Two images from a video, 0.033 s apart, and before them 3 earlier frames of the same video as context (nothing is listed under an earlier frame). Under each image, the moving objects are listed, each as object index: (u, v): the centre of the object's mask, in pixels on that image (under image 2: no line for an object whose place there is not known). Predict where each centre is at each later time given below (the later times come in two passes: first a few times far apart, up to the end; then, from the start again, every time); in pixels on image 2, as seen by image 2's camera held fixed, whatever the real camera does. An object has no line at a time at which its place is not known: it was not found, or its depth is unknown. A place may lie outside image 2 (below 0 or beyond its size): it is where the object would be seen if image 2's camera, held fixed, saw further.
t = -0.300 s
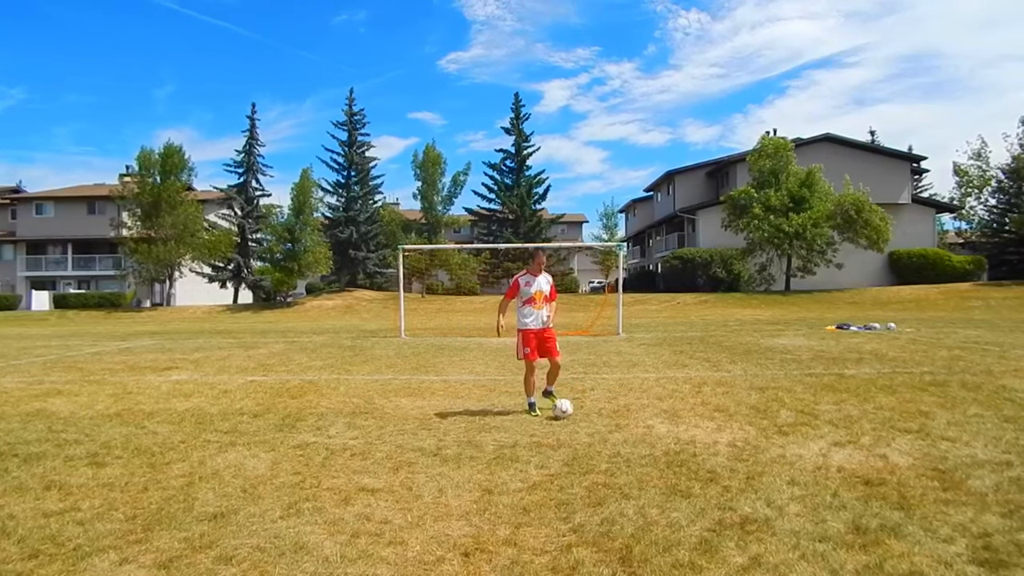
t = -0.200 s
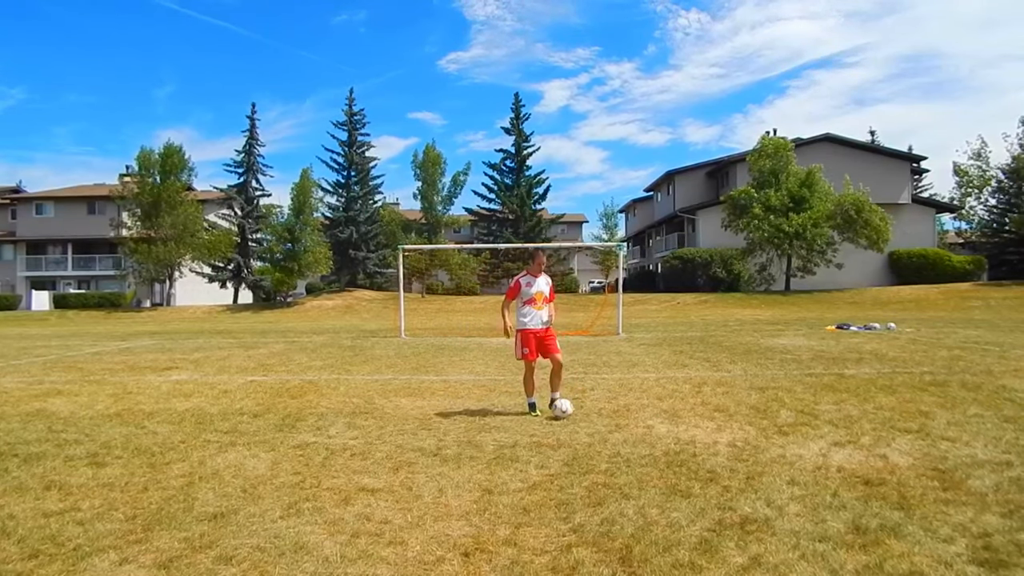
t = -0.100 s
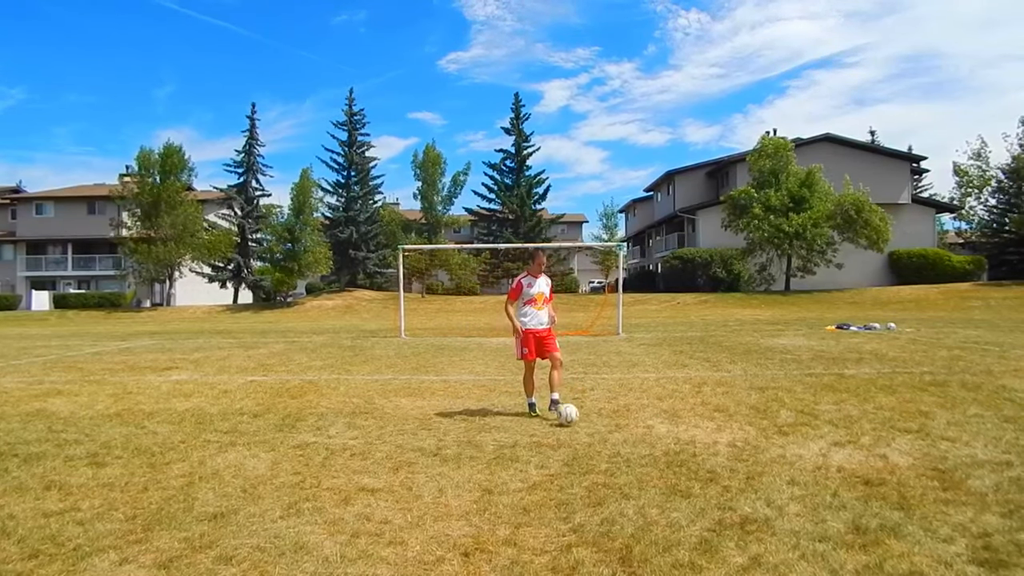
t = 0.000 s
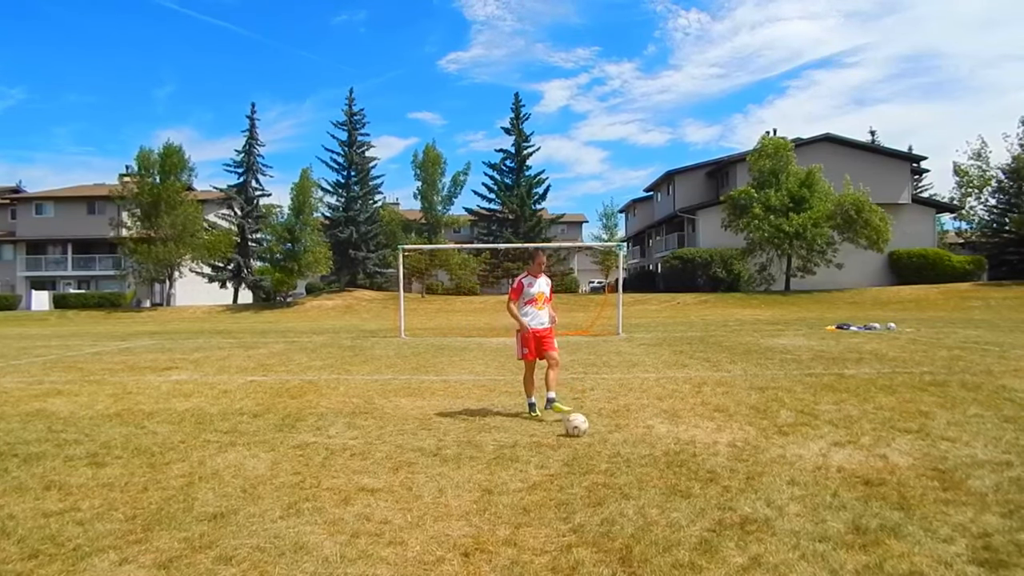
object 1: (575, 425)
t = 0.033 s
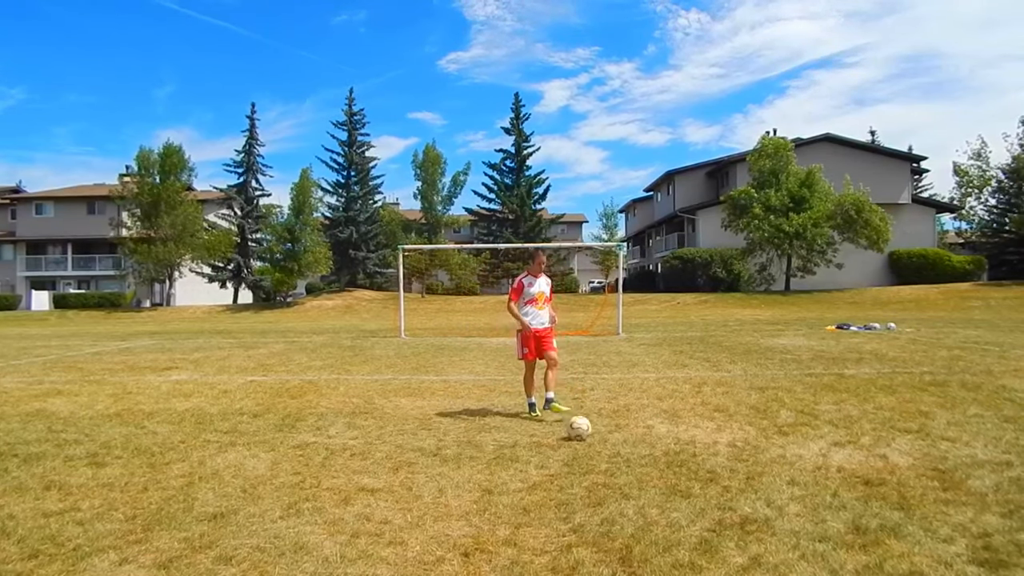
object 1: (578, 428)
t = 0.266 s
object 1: (598, 448)
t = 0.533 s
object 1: (624, 475)
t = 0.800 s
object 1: (659, 512)
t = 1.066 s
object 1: (702, 554)
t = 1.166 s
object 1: (720, 564)
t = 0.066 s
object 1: (582, 431)
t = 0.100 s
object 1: (584, 434)
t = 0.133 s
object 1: (586, 436)
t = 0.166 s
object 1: (589, 440)
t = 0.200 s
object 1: (592, 442)
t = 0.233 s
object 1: (595, 445)
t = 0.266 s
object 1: (598, 448)
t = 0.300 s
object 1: (601, 453)
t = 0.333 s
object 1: (603, 456)
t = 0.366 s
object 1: (606, 457)
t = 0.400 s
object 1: (609, 460)
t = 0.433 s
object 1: (613, 464)
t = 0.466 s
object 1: (617, 468)
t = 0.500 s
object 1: (620, 472)
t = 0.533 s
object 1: (624, 475)
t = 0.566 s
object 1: (628, 479)
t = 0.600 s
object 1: (632, 482)
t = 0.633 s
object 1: (636, 487)
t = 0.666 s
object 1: (640, 492)
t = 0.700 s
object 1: (645, 496)
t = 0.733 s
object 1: (649, 502)
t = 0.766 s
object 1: (654, 507)
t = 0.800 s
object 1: (659, 512)
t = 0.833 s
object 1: (664, 516)
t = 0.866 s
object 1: (669, 522)
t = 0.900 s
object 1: (674, 526)
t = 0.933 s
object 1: (679, 531)
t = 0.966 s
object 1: (685, 536)
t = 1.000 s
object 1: (691, 543)
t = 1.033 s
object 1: (696, 549)
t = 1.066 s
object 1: (702, 554)
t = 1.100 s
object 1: (708, 558)
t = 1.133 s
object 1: (715, 561)
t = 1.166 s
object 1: (720, 564)
